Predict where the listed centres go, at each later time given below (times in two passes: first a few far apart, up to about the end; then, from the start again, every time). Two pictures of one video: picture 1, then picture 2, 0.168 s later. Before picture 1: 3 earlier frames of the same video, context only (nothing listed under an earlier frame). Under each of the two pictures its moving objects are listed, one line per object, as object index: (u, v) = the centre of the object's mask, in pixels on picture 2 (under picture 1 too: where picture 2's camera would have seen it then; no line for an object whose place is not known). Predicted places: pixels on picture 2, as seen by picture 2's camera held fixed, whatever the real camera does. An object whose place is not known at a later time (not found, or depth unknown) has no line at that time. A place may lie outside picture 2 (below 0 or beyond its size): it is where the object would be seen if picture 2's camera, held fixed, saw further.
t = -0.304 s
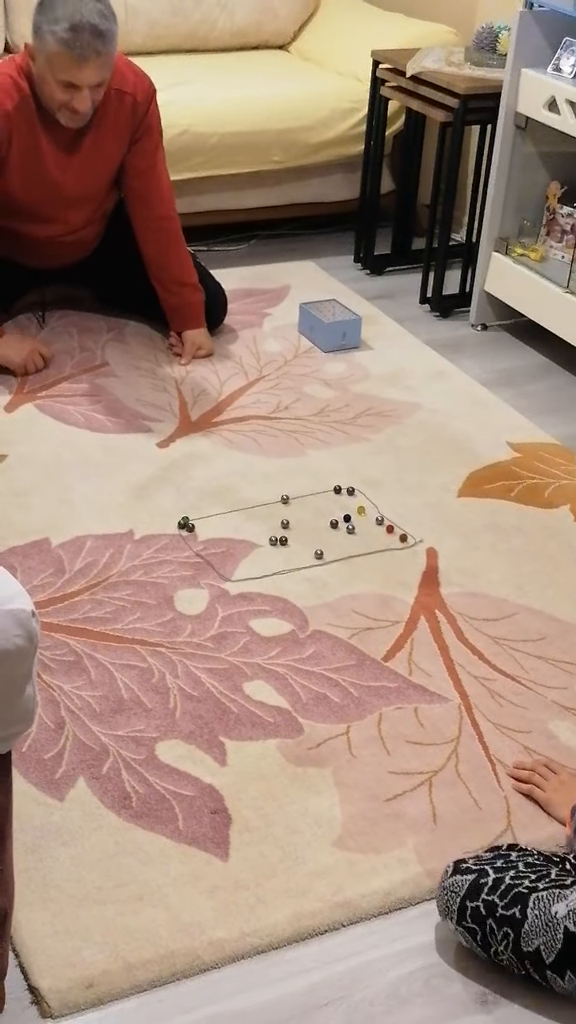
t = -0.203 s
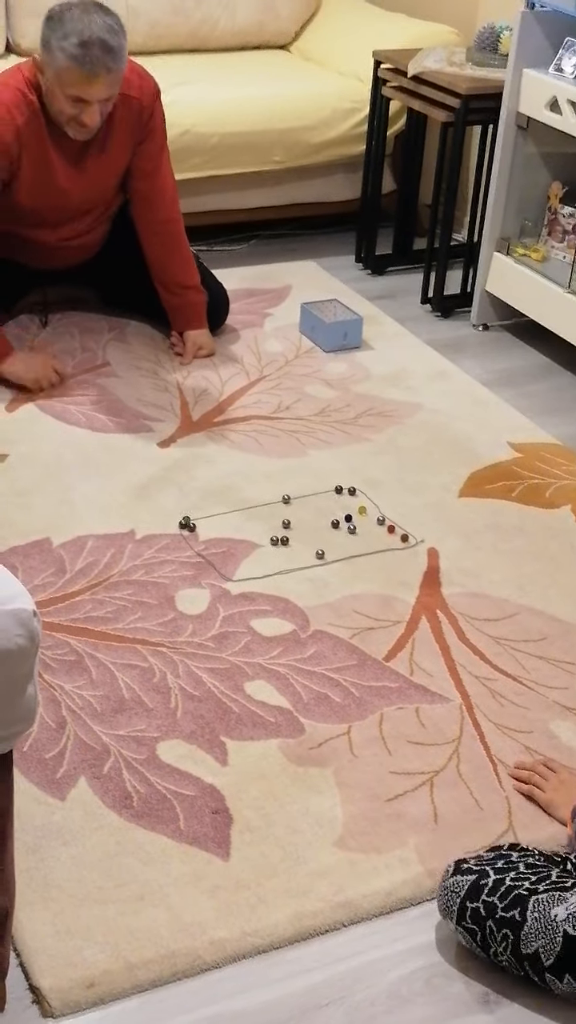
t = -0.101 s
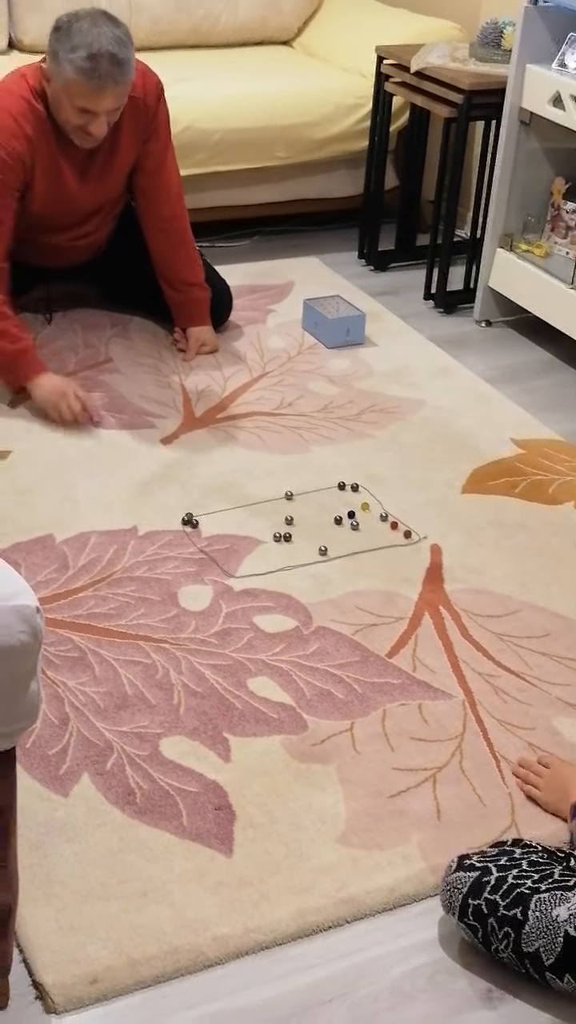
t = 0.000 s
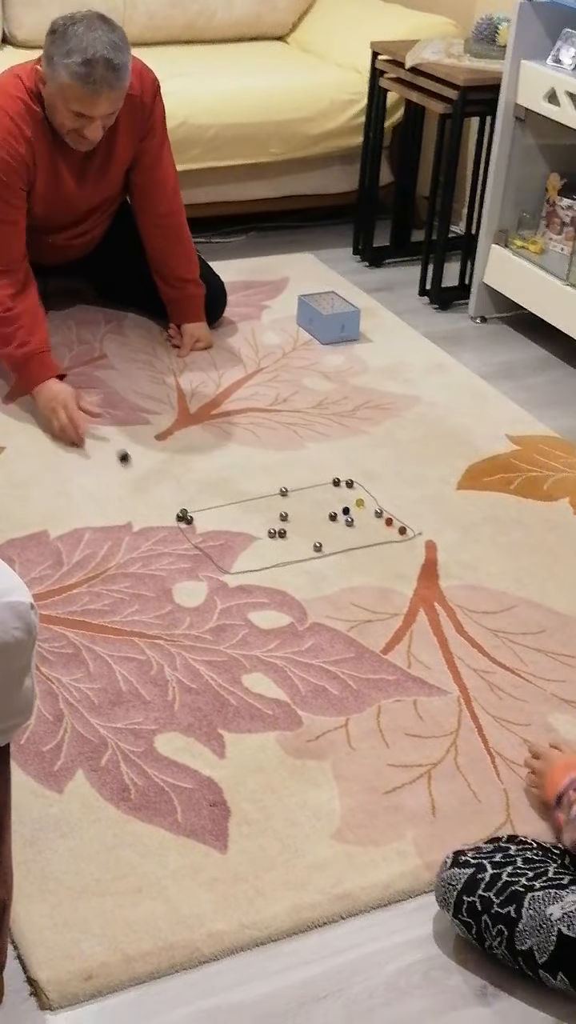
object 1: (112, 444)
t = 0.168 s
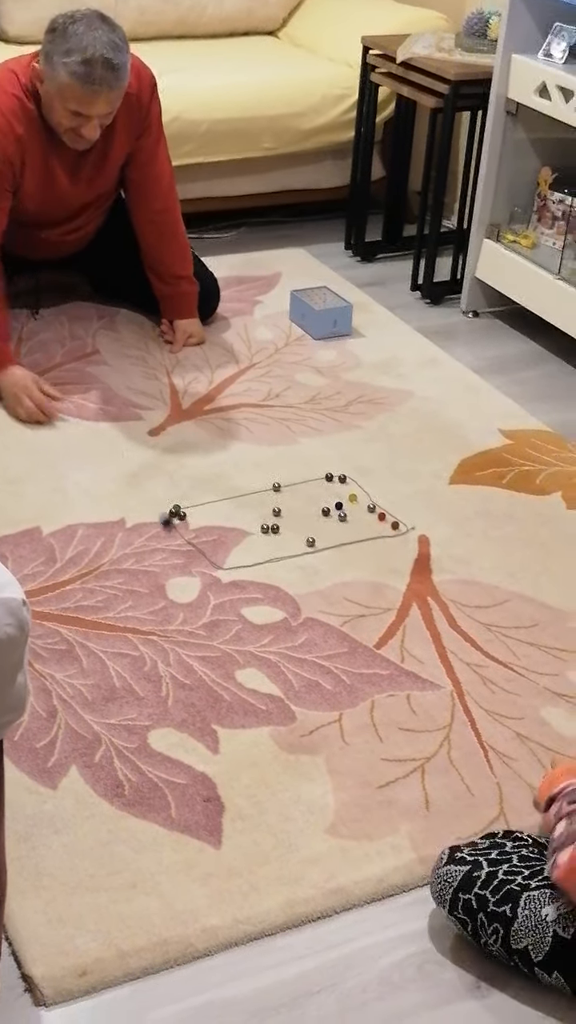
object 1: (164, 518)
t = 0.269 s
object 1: (195, 563)
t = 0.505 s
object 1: (264, 669)
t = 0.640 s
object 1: (304, 735)
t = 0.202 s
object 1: (175, 534)
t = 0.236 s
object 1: (185, 548)
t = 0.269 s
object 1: (195, 563)
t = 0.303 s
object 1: (204, 579)
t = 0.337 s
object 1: (215, 594)
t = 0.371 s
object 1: (224, 608)
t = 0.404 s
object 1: (235, 623)
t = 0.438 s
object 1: (243, 638)
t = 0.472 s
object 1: (254, 654)
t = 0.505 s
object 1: (264, 669)
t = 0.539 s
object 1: (273, 686)
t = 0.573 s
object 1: (283, 702)
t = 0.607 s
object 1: (294, 718)
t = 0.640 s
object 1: (304, 735)
